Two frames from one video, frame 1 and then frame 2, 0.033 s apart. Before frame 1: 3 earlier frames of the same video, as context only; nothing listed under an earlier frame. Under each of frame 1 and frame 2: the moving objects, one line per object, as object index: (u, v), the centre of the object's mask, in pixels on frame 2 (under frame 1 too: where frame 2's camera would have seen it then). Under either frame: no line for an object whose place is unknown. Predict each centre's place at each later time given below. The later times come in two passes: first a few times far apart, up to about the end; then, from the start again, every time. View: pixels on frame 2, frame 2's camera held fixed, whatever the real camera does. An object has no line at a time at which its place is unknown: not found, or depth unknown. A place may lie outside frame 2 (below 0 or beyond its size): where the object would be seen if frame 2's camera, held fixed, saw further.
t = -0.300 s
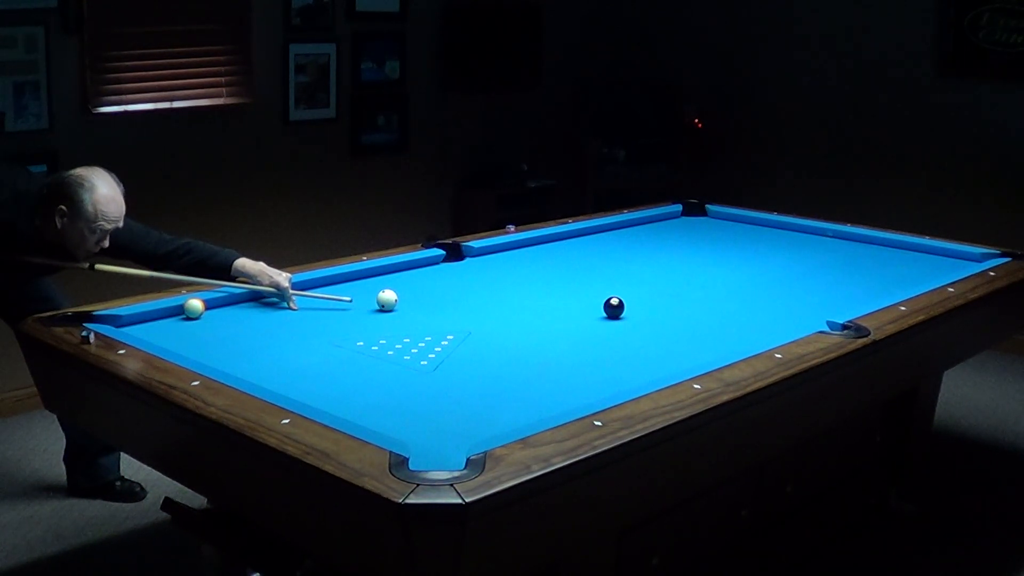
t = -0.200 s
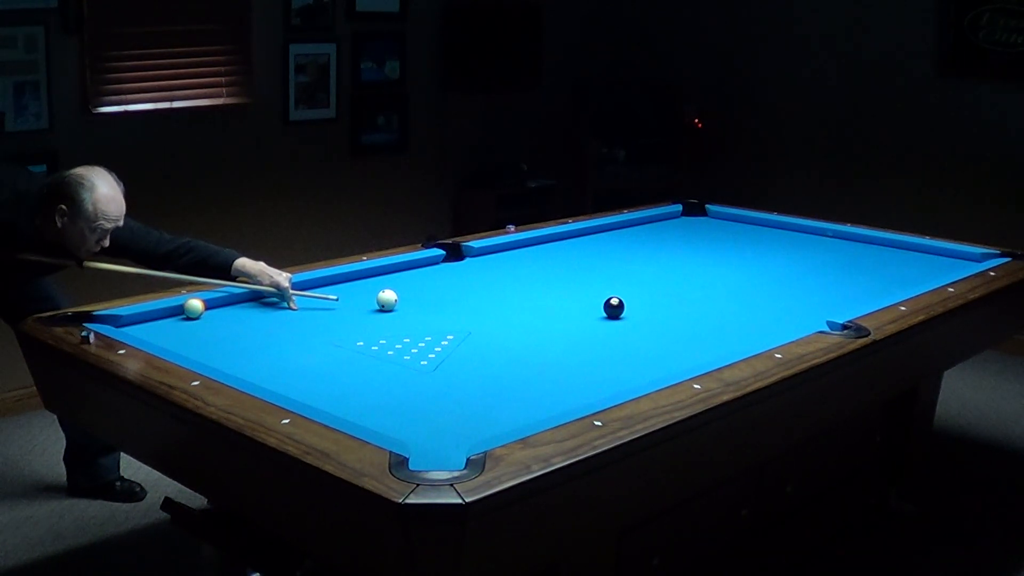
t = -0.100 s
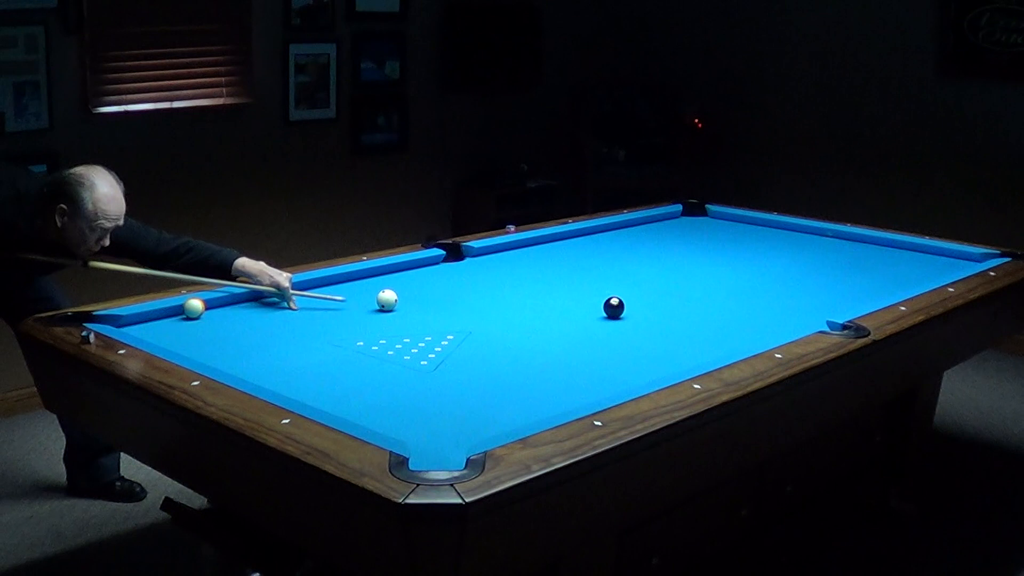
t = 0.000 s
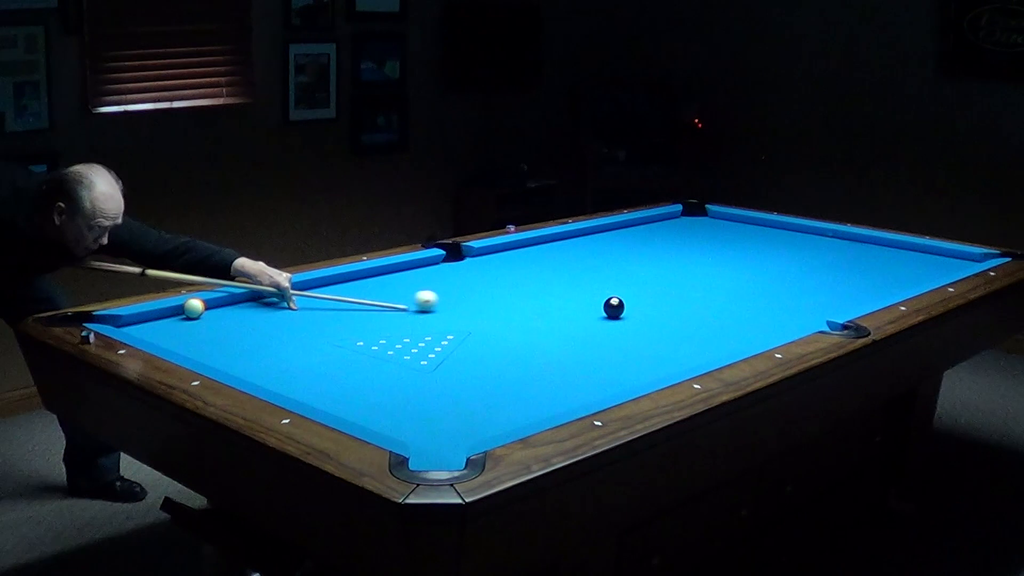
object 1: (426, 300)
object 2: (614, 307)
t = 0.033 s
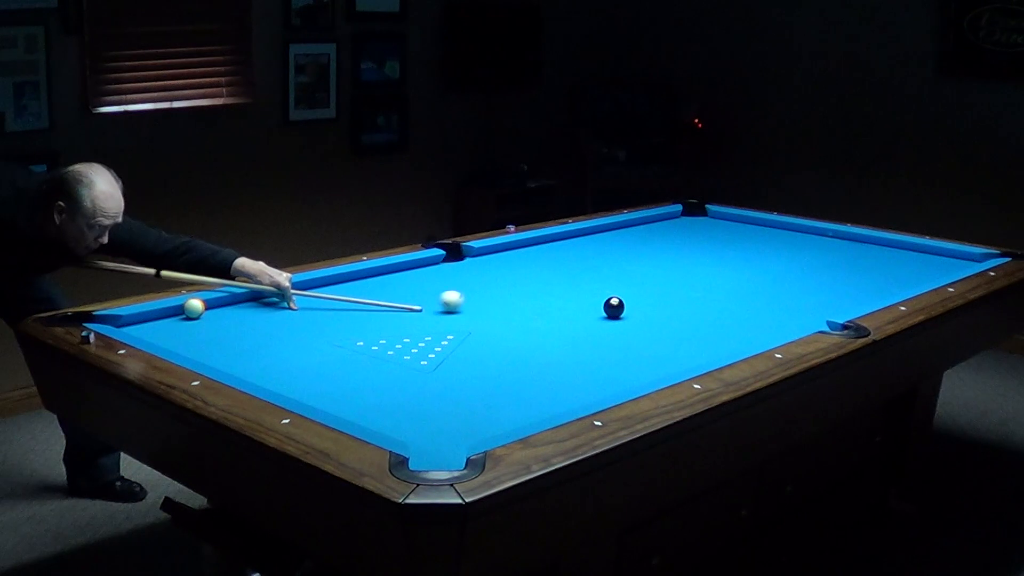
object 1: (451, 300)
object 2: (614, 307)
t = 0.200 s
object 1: (565, 303)
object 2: (614, 307)
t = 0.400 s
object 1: (598, 301)
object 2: (681, 314)
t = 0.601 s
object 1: (603, 296)
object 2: (756, 321)
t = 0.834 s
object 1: (608, 292)
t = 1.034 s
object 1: (611, 288)
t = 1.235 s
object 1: (614, 285)
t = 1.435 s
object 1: (617, 282)
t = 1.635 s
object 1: (619, 279)
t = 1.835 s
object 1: (621, 277)
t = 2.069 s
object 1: (622, 275)
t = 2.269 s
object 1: (623, 273)
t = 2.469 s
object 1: (624, 272)
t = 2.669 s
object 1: (624, 270)
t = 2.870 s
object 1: (625, 269)
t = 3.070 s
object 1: (624, 268)
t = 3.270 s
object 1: (624, 268)
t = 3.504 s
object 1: (624, 268)
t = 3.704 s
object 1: (624, 268)
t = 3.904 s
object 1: (624, 268)
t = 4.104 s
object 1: (624, 268)
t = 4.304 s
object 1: (624, 268)
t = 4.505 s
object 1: (624, 267)
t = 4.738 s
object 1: (624, 268)
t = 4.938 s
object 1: (624, 268)
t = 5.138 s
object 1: (624, 268)
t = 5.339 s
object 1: (624, 268)
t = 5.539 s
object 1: (624, 268)
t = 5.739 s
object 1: (624, 268)
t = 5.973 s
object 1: (624, 268)
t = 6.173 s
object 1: (624, 268)
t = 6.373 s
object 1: (624, 267)
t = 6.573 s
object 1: (624, 268)
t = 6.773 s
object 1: (624, 267)
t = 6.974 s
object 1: (624, 267)
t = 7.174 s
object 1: (624, 268)
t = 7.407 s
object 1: (624, 268)
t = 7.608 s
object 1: (624, 268)
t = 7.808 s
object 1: (624, 267)
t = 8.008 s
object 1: (624, 268)
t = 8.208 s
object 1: (624, 267)
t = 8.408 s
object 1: (624, 268)
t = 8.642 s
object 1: (624, 268)
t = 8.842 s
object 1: (624, 267)
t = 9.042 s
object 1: (624, 267)
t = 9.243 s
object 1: (624, 268)
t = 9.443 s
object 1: (624, 268)
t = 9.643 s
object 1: (624, 267)
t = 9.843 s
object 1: (624, 267)
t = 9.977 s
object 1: (624, 268)
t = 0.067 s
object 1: (476, 301)
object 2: (614, 307)
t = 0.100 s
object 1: (500, 302)
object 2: (614, 307)
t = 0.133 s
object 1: (523, 303)
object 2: (614, 307)
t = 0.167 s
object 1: (544, 303)
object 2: (614, 307)
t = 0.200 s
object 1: (565, 303)
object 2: (614, 307)
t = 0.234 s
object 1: (584, 304)
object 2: (614, 307)
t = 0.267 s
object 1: (594, 304)
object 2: (622, 307)
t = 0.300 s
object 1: (596, 303)
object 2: (638, 309)
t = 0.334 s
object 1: (597, 302)
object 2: (653, 311)
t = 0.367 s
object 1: (597, 301)
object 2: (667, 312)
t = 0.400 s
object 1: (598, 301)
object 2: (681, 314)
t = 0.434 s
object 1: (599, 300)
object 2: (694, 315)
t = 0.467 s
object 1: (600, 299)
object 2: (706, 316)
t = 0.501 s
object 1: (600, 298)
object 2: (719, 318)
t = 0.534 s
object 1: (601, 298)
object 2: (731, 319)
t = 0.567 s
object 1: (602, 297)
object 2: (744, 320)
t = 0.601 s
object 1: (603, 296)
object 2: (756, 321)
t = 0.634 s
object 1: (604, 296)
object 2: (768, 323)
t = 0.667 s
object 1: (604, 295)
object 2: (781, 323)
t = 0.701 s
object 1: (605, 294)
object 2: (793, 323)
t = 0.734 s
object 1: (606, 294)
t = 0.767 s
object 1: (606, 293)
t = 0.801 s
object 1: (607, 292)
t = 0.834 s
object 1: (608, 292)
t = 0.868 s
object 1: (608, 291)
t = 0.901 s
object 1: (609, 290)
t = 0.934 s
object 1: (609, 290)
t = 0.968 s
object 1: (610, 289)
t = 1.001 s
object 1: (611, 289)
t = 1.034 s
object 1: (611, 288)
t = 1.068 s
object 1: (612, 287)
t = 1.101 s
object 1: (612, 287)
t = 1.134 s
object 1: (613, 286)
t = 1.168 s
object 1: (613, 286)
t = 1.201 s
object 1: (614, 285)
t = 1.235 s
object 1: (614, 285)
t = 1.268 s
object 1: (615, 284)
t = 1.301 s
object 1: (615, 284)
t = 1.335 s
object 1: (615, 283)
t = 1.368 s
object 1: (616, 283)
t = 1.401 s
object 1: (616, 282)
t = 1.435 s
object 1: (617, 282)
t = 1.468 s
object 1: (617, 282)
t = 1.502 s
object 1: (617, 281)
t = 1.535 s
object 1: (618, 281)
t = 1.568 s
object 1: (618, 280)
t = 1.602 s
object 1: (619, 280)
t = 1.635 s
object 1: (619, 279)
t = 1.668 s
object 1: (619, 279)
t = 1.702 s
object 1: (620, 279)
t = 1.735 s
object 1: (620, 278)
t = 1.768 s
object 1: (620, 278)
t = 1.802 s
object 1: (620, 278)
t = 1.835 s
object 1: (621, 277)
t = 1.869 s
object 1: (621, 277)
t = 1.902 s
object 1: (621, 276)
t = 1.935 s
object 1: (621, 276)
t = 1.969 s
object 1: (622, 276)
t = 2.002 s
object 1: (622, 276)
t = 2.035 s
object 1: (622, 275)
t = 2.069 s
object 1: (622, 275)
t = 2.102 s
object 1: (622, 275)
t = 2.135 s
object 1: (623, 274)
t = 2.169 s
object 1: (623, 274)
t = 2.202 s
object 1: (623, 273)
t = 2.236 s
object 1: (623, 273)
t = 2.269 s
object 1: (623, 273)
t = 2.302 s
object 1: (623, 273)
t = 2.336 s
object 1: (624, 272)
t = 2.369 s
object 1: (624, 272)
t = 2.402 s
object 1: (624, 272)
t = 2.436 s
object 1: (624, 272)
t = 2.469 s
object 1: (624, 272)
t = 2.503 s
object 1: (624, 271)
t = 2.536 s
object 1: (624, 271)
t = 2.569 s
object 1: (624, 271)
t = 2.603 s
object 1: (624, 271)
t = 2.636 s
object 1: (625, 270)
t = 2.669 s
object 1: (624, 270)
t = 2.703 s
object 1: (624, 270)
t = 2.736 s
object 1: (625, 270)
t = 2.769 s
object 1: (625, 270)
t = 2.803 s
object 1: (625, 270)
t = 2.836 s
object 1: (625, 270)
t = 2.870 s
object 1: (625, 269)
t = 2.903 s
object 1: (624, 269)
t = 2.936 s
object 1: (624, 269)
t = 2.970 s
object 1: (624, 269)
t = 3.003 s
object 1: (624, 269)
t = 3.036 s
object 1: (624, 268)
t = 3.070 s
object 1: (624, 268)
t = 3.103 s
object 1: (624, 268)
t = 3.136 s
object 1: (624, 268)
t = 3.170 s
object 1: (624, 268)
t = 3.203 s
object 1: (624, 268)
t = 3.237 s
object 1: (624, 268)
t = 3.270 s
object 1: (624, 268)
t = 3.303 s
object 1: (624, 268)
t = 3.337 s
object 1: (624, 268)
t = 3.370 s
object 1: (624, 268)
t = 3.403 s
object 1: (624, 268)
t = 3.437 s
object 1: (624, 268)
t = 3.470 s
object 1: (624, 268)
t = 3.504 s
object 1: (624, 268)
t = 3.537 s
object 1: (624, 268)
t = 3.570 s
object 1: (624, 268)
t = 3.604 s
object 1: (624, 268)
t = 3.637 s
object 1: (624, 268)
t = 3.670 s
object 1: (624, 268)
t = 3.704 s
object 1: (624, 268)
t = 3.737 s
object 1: (624, 268)
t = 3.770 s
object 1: (624, 268)
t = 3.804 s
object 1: (624, 268)
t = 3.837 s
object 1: (624, 267)
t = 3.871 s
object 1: (624, 268)
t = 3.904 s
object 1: (624, 268)
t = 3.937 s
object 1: (624, 268)
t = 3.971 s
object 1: (624, 268)
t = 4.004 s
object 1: (624, 268)
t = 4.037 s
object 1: (624, 268)
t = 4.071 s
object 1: (624, 268)
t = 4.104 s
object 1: (624, 268)
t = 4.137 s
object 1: (624, 268)
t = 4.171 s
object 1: (624, 268)
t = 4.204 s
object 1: (624, 268)
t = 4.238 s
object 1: (624, 268)
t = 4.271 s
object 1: (624, 268)
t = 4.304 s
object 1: (624, 268)
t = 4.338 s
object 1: (624, 268)
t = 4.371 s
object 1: (624, 268)
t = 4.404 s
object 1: (624, 268)
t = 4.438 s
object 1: (624, 268)
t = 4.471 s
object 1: (624, 268)
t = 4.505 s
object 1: (624, 267)
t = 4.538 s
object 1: (624, 268)
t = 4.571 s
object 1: (624, 268)
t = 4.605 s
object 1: (624, 268)
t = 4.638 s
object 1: (624, 267)
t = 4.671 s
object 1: (624, 267)
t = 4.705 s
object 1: (624, 268)
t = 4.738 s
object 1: (624, 268)
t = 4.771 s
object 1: (624, 268)
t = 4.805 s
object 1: (624, 268)
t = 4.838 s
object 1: (624, 268)
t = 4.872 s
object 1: (624, 268)
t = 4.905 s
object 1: (624, 268)
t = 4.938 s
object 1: (624, 268)
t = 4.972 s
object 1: (624, 268)
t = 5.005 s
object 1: (624, 268)
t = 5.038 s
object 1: (624, 268)
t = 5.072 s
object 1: (624, 268)
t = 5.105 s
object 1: (624, 268)
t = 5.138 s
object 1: (624, 268)
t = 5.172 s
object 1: (624, 268)
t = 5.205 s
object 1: (624, 268)
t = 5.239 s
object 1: (624, 268)
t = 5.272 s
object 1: (624, 268)
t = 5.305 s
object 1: (624, 268)
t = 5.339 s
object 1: (624, 268)
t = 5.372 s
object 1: (624, 268)
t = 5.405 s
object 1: (624, 268)
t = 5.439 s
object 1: (624, 268)
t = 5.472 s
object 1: (624, 268)
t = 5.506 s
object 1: (624, 268)
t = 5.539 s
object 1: (624, 268)
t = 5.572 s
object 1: (624, 268)
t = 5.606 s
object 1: (624, 268)
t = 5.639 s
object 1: (624, 268)
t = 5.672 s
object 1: (624, 268)
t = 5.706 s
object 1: (624, 268)
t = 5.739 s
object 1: (624, 268)
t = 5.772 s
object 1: (624, 268)
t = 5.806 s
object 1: (624, 268)
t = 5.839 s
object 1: (624, 268)
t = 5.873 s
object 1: (624, 268)
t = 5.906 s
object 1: (624, 268)
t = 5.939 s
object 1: (624, 268)
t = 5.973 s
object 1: (624, 268)
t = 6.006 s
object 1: (624, 268)
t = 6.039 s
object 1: (624, 268)
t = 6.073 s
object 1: (624, 268)
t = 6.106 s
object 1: (624, 268)
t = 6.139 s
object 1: (624, 268)
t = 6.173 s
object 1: (624, 268)
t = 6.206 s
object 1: (624, 268)
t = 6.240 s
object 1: (624, 268)
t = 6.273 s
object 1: (624, 267)
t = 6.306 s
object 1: (624, 267)
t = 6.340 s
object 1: (624, 267)
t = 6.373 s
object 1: (624, 267)
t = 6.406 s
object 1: (624, 267)
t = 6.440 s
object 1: (624, 268)
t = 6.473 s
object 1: (624, 268)
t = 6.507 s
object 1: (624, 268)
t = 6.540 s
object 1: (624, 268)
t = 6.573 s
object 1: (624, 268)
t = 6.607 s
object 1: (624, 268)
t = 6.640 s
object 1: (624, 268)
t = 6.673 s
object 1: (624, 268)
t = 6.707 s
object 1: (624, 267)
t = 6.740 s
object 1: (624, 267)
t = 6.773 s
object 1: (624, 267)
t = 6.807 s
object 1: (624, 267)
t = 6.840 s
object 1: (624, 267)
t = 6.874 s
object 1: (624, 267)
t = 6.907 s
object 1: (624, 267)
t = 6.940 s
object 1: (624, 267)
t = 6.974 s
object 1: (624, 267)
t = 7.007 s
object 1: (624, 267)
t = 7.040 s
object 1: (624, 268)
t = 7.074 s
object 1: (624, 267)
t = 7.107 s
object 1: (624, 267)
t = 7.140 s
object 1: (624, 267)
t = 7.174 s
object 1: (624, 268)
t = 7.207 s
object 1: (624, 267)
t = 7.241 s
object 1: (624, 267)
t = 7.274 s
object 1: (624, 268)
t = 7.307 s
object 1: (624, 267)
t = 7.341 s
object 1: (624, 267)
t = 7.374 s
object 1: (624, 267)
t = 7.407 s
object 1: (624, 268)
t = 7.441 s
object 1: (624, 268)
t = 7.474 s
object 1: (624, 268)
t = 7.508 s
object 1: (624, 268)
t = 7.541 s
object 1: (624, 268)
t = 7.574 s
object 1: (624, 268)
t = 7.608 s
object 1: (624, 268)
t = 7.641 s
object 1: (624, 268)
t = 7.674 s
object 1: (624, 268)
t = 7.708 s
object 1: (624, 268)
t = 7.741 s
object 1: (624, 268)
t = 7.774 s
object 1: (624, 268)
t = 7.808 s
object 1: (624, 267)
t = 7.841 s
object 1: (624, 267)
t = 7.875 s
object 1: (624, 268)
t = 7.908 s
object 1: (624, 268)
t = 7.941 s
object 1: (624, 268)
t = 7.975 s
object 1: (624, 268)
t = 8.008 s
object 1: (624, 268)
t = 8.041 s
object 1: (624, 268)
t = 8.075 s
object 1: (624, 267)
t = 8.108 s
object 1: (624, 268)
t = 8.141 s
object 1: (624, 267)
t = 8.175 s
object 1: (624, 267)
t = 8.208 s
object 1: (624, 267)
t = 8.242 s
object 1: (624, 268)
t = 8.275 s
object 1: (624, 268)
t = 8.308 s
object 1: (624, 268)
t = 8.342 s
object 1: (624, 268)
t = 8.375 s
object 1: (624, 268)
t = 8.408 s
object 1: (624, 268)
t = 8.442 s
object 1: (624, 267)
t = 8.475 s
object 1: (624, 267)
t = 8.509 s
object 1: (624, 267)
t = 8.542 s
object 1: (624, 267)
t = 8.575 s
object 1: (624, 267)
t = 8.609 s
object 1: (624, 267)
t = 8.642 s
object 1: (624, 268)
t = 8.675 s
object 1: (624, 268)
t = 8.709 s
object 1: (624, 268)
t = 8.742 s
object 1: (624, 268)
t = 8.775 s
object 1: (624, 267)
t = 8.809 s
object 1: (624, 268)
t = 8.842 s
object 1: (624, 267)
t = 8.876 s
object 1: (624, 267)
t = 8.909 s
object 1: (624, 268)
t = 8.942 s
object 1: (624, 268)
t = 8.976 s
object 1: (624, 268)
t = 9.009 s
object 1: (624, 268)
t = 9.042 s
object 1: (624, 267)
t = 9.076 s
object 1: (624, 268)
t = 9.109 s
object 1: (624, 268)
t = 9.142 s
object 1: (624, 268)
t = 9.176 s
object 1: (624, 268)
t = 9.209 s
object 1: (624, 268)
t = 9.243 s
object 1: (624, 268)
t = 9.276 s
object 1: (624, 268)
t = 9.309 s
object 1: (624, 268)
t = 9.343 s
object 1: (624, 268)
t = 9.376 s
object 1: (624, 268)
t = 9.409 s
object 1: (624, 268)
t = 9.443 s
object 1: (624, 268)
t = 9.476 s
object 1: (624, 268)
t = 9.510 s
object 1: (624, 267)
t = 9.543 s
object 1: (624, 267)
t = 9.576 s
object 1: (624, 267)
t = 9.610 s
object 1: (624, 268)
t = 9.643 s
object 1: (624, 267)
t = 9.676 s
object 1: (624, 267)
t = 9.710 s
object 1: (624, 267)
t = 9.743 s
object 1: (624, 268)
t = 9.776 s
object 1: (624, 267)
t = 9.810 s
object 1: (624, 267)
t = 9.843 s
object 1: (624, 267)
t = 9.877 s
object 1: (624, 267)
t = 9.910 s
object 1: (624, 267)
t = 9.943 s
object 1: (624, 268)
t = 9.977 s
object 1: (624, 268)
